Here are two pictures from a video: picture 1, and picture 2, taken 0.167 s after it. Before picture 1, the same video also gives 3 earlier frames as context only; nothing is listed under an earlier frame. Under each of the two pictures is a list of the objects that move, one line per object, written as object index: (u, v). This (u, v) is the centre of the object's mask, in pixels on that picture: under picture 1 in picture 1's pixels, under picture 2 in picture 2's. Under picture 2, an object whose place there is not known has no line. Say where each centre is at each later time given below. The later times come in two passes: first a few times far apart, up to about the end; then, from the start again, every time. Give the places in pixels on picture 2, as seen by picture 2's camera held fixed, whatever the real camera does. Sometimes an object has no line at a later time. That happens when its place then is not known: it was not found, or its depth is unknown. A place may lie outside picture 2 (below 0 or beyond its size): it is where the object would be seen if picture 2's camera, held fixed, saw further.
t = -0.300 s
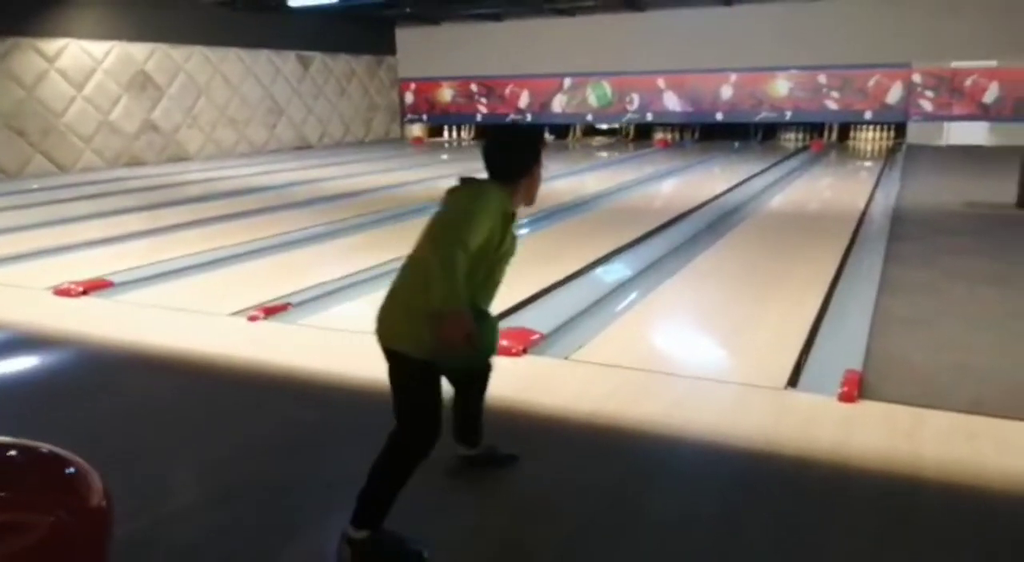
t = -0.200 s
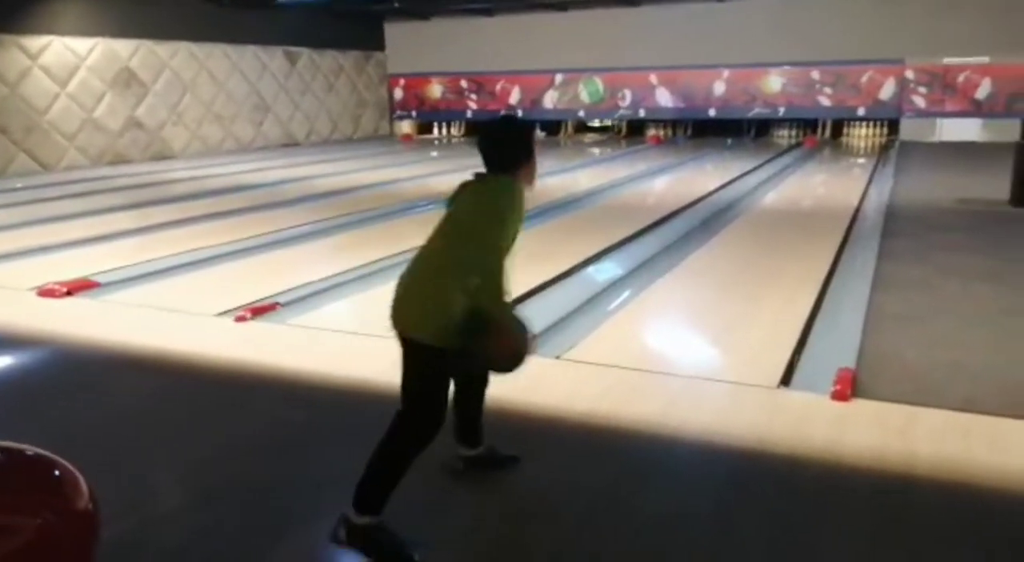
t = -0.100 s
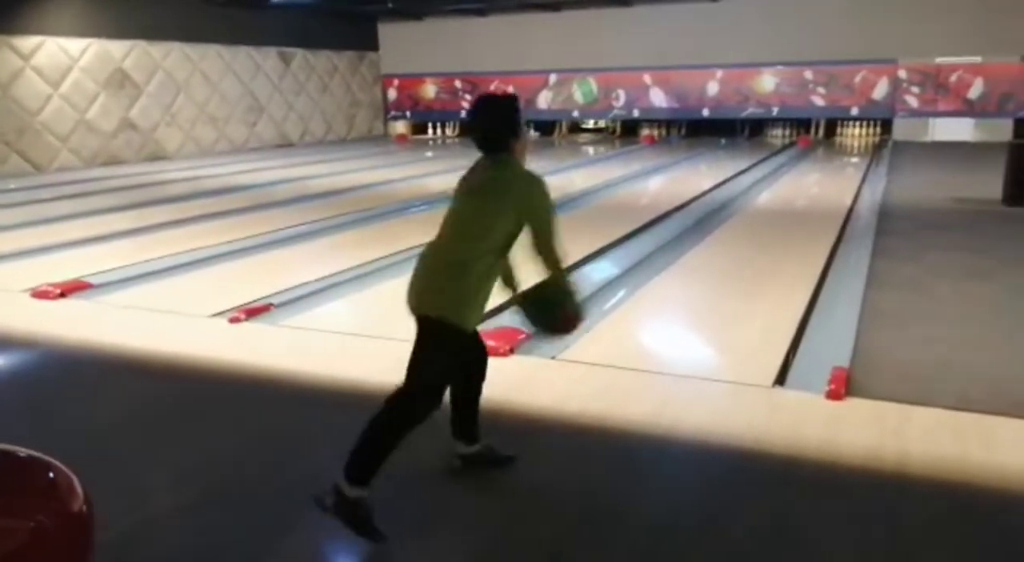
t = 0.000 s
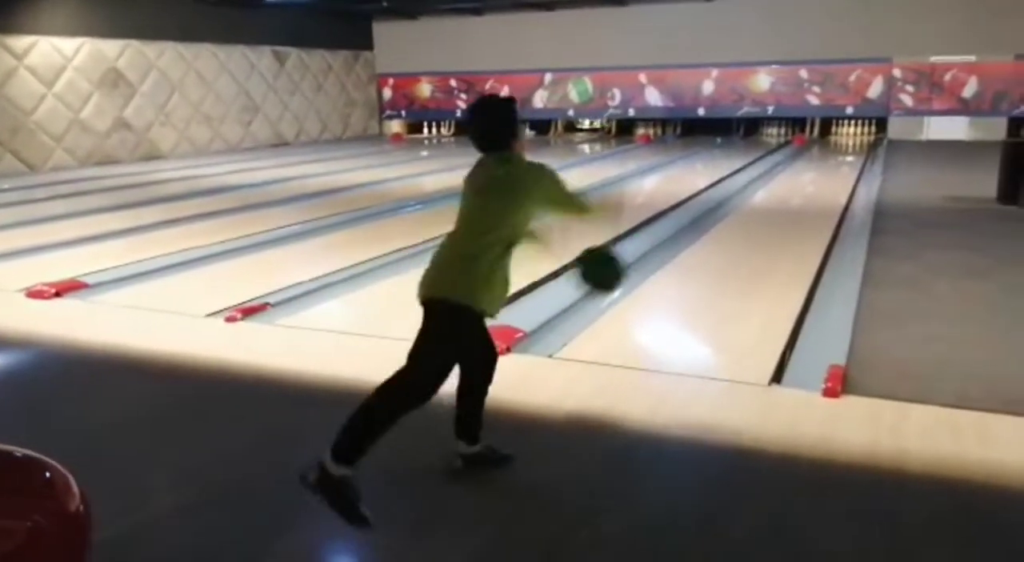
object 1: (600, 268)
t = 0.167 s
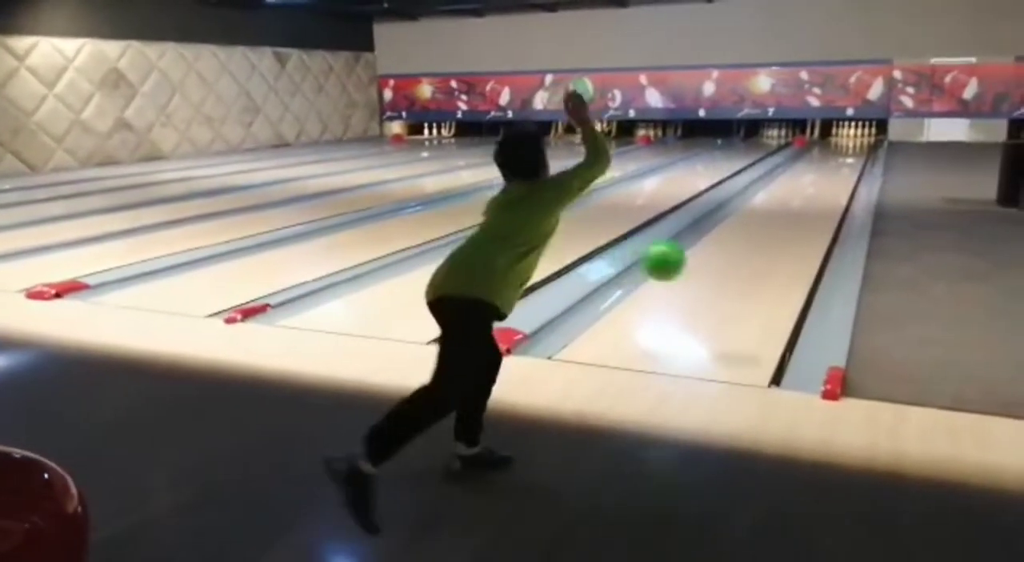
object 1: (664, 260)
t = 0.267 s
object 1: (691, 276)
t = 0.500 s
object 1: (738, 270)
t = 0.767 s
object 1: (775, 238)
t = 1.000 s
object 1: (799, 216)
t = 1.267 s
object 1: (817, 200)
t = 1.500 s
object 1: (830, 190)
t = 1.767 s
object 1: (843, 181)
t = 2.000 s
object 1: (851, 174)
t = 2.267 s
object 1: (862, 167)
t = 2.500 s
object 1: (867, 166)
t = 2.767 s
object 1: (870, 163)
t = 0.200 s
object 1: (673, 263)
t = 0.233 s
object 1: (683, 269)
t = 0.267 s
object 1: (691, 276)
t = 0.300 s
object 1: (698, 285)
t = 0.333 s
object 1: (705, 294)
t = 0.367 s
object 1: (713, 291)
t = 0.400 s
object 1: (720, 284)
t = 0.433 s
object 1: (725, 278)
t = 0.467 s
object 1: (732, 274)
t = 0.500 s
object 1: (738, 270)
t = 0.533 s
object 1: (743, 266)
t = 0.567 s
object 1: (748, 261)
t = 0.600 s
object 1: (753, 257)
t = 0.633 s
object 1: (758, 252)
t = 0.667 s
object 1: (763, 249)
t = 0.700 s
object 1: (766, 245)
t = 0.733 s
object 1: (771, 242)
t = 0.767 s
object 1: (775, 238)
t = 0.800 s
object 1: (781, 232)
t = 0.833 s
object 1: (784, 229)
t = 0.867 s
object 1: (788, 226)
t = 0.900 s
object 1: (791, 223)
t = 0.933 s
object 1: (794, 220)
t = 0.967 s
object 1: (797, 218)
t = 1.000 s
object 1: (799, 216)
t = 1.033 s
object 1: (801, 214)
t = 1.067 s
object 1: (804, 212)
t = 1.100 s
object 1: (807, 210)
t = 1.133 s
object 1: (809, 208)
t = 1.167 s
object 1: (811, 206)
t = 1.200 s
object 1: (813, 204)
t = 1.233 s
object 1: (815, 202)
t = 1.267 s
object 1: (817, 200)
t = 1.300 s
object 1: (819, 199)
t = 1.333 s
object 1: (821, 197)
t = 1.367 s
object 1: (823, 195)
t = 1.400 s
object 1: (825, 194)
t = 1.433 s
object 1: (827, 192)
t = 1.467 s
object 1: (829, 191)
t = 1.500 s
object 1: (830, 190)
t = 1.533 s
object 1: (832, 189)
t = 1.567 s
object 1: (834, 188)
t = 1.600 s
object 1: (836, 186)
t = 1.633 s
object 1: (837, 185)
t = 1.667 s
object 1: (839, 184)
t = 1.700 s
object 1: (840, 182)
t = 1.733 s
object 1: (842, 181)
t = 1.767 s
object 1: (843, 181)
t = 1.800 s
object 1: (845, 179)
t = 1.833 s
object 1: (845, 178)
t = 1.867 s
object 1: (847, 177)
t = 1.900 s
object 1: (848, 175)
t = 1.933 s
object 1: (849, 175)
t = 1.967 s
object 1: (850, 175)
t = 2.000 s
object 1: (851, 174)
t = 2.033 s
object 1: (853, 173)
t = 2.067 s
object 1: (854, 172)
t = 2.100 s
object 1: (855, 171)
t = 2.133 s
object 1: (856, 170)
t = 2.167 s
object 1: (857, 170)
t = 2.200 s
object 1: (859, 168)
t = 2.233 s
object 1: (860, 168)
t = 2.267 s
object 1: (862, 167)
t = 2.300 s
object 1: (863, 167)
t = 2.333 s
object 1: (863, 167)
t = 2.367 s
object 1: (864, 166)
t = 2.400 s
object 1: (865, 166)
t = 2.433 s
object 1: (865, 166)
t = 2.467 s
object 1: (866, 167)
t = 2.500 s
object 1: (867, 166)
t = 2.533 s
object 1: (869, 165)
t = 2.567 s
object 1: (868, 165)
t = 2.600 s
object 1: (868, 165)
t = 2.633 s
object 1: (868, 165)
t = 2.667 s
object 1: (868, 165)
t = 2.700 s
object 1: (870, 165)
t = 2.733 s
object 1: (870, 164)
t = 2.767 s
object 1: (870, 163)
